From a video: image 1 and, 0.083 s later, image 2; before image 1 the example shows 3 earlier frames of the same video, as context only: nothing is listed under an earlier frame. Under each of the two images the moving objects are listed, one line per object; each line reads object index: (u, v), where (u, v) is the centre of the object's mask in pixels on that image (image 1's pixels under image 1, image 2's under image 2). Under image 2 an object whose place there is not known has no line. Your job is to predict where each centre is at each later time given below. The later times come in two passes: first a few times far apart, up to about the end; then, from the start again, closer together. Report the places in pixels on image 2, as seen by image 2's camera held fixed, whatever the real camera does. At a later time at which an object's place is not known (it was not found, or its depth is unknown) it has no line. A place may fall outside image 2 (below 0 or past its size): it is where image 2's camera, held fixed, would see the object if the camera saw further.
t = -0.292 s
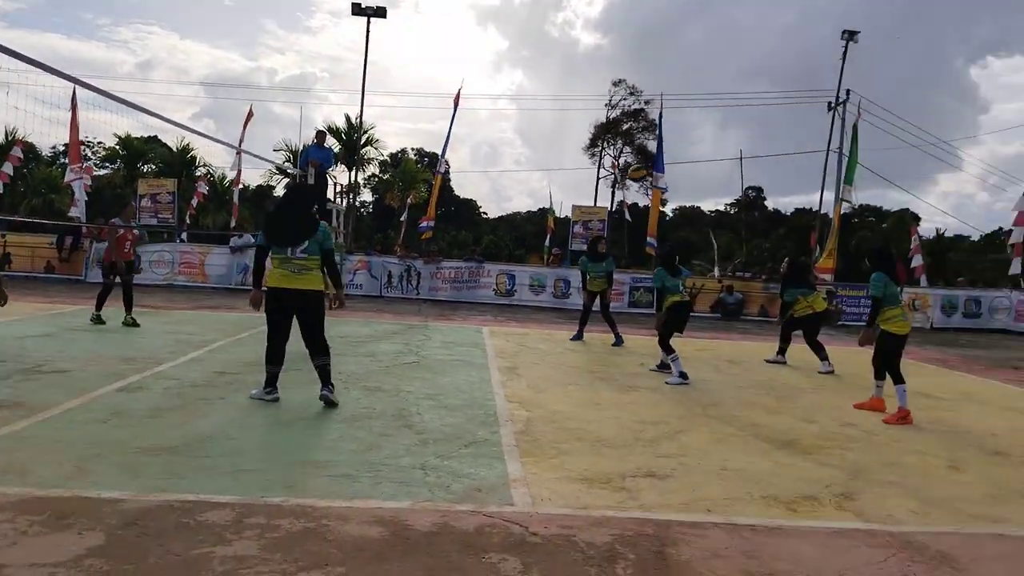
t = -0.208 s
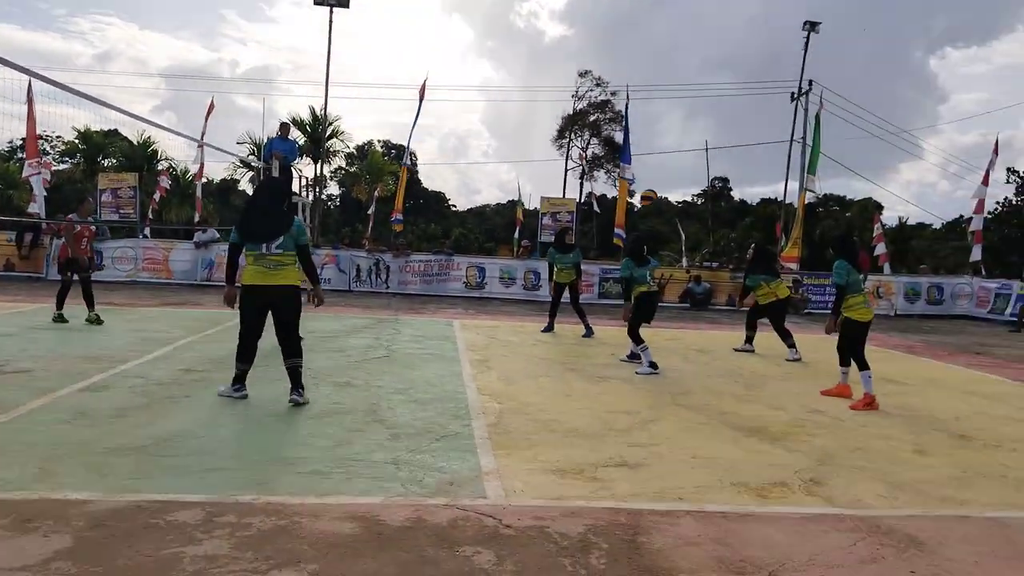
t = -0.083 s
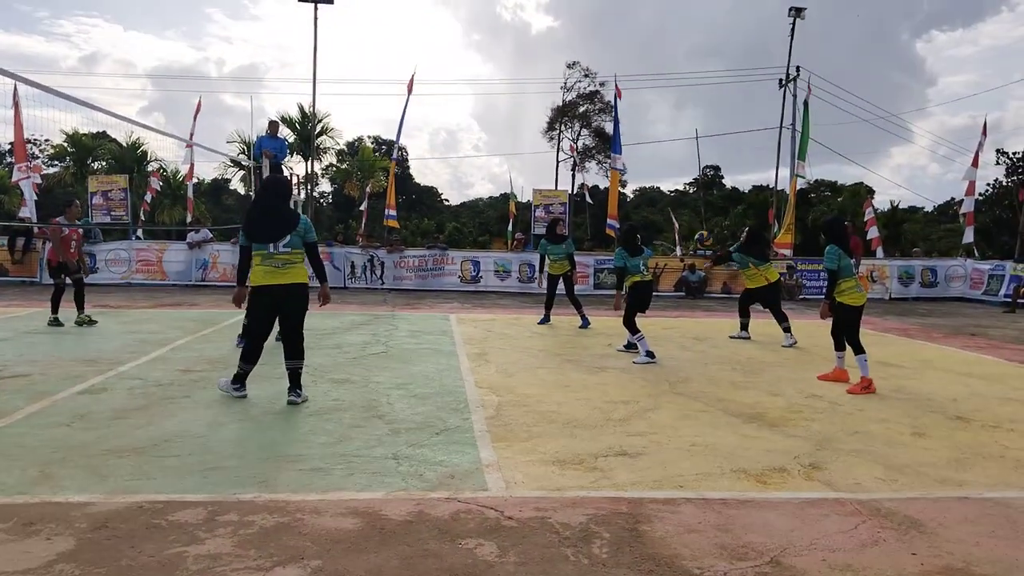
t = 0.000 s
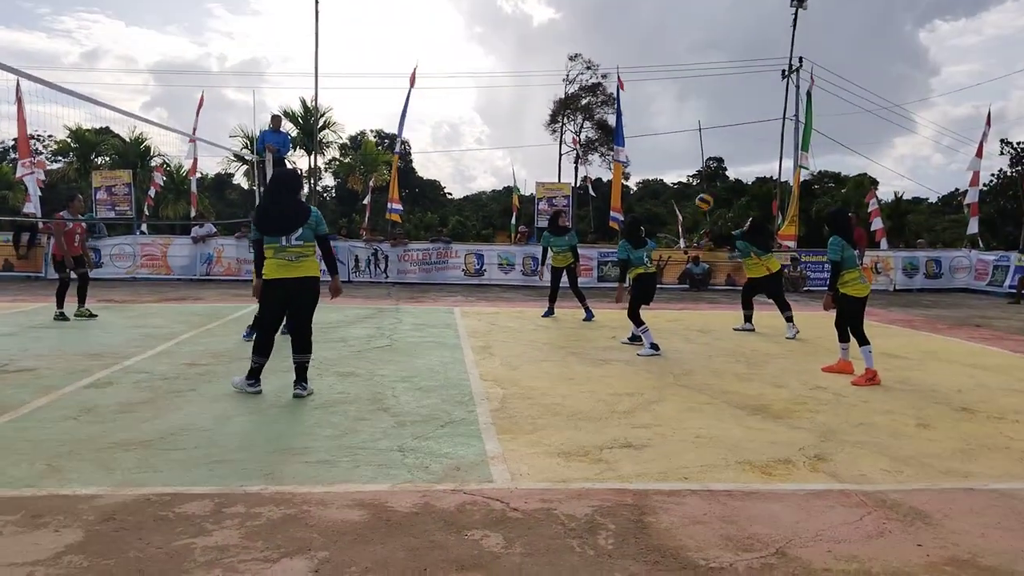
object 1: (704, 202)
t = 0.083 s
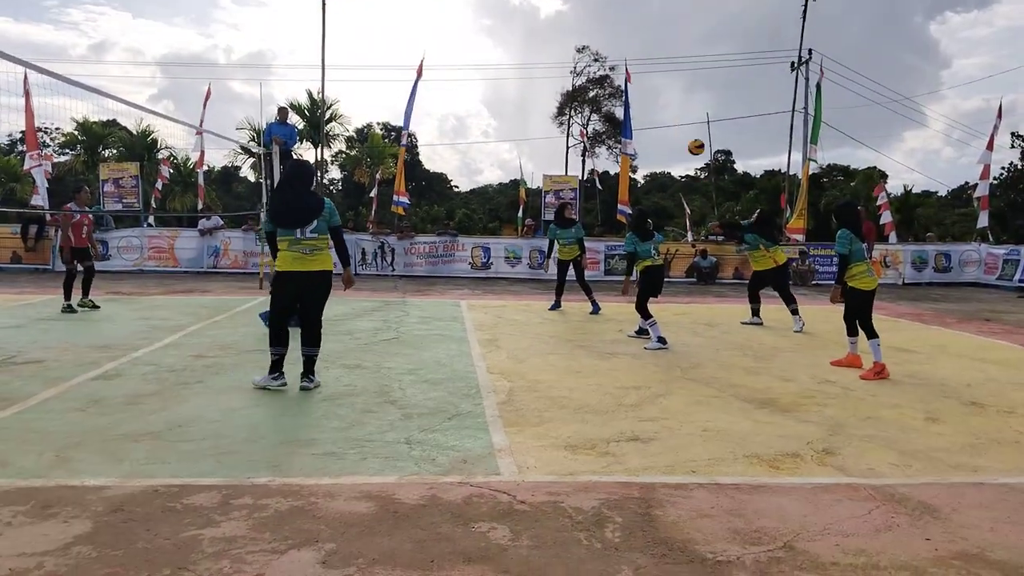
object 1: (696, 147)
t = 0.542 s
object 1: (605, -12)
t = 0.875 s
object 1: (542, -20)
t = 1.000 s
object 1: (519, -2)
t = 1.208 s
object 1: (481, 51)
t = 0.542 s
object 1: (605, -12)
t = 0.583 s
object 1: (597, -17)
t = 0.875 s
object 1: (542, -20)
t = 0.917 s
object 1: (534, -16)
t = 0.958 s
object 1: (526, -9)
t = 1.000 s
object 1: (519, -2)
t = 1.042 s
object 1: (510, 6)
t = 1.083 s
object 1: (503, 16)
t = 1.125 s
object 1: (496, 26)
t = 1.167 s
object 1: (488, 38)
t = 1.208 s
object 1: (481, 51)
